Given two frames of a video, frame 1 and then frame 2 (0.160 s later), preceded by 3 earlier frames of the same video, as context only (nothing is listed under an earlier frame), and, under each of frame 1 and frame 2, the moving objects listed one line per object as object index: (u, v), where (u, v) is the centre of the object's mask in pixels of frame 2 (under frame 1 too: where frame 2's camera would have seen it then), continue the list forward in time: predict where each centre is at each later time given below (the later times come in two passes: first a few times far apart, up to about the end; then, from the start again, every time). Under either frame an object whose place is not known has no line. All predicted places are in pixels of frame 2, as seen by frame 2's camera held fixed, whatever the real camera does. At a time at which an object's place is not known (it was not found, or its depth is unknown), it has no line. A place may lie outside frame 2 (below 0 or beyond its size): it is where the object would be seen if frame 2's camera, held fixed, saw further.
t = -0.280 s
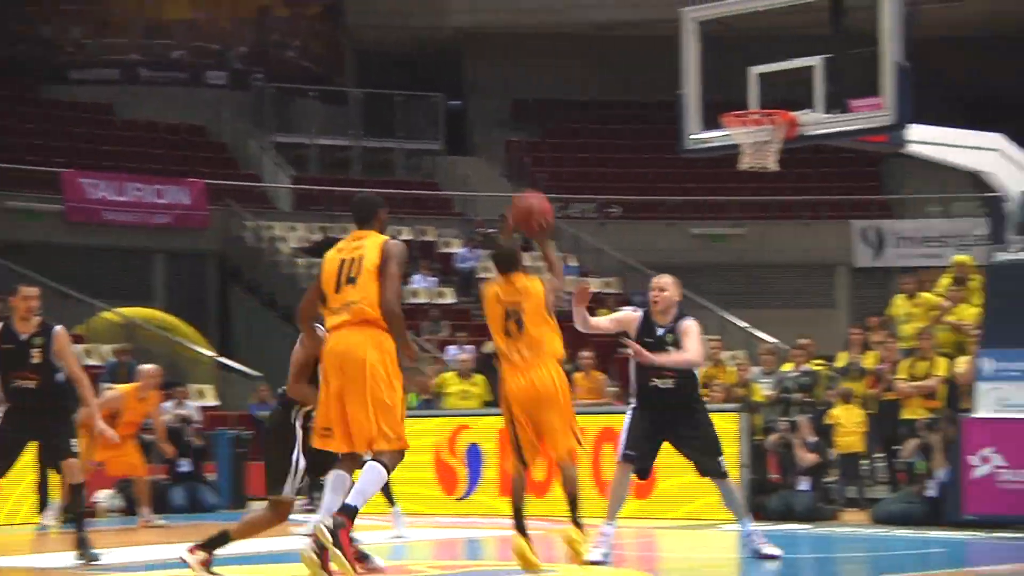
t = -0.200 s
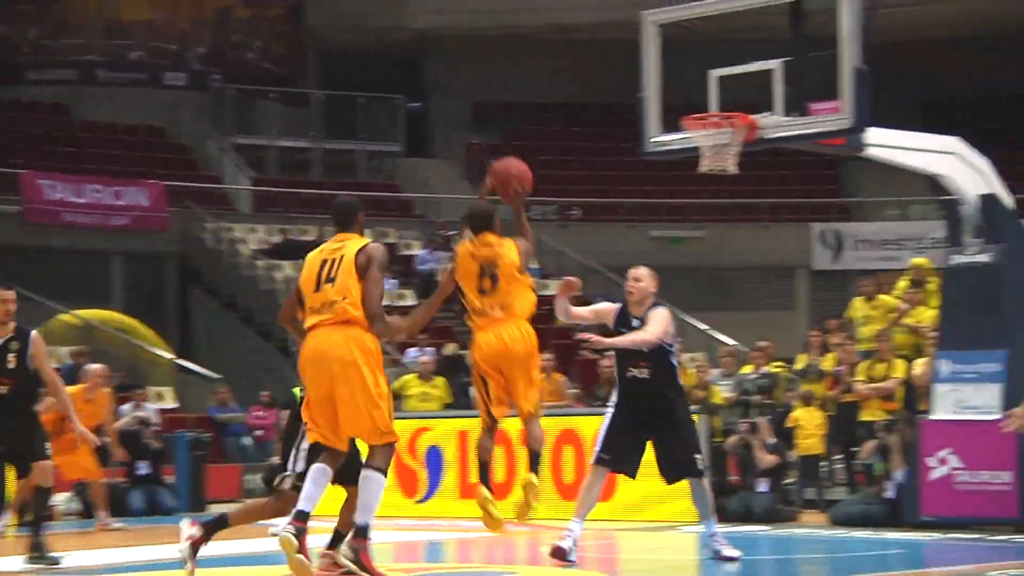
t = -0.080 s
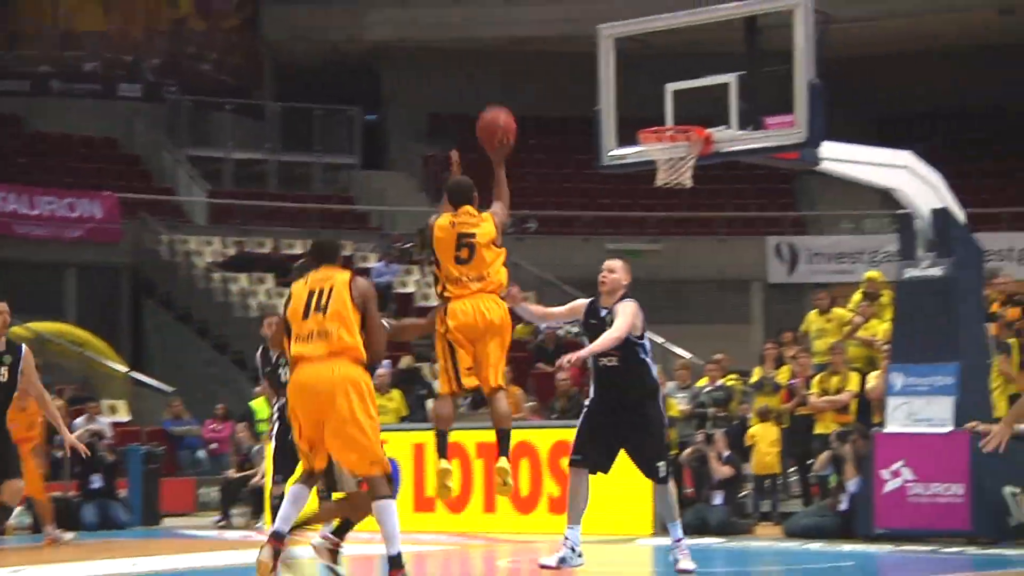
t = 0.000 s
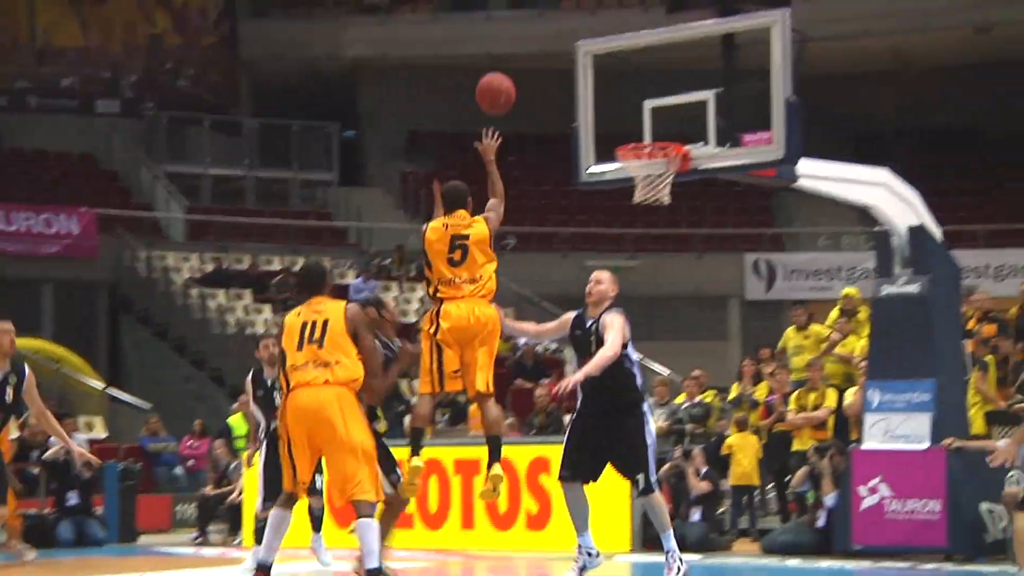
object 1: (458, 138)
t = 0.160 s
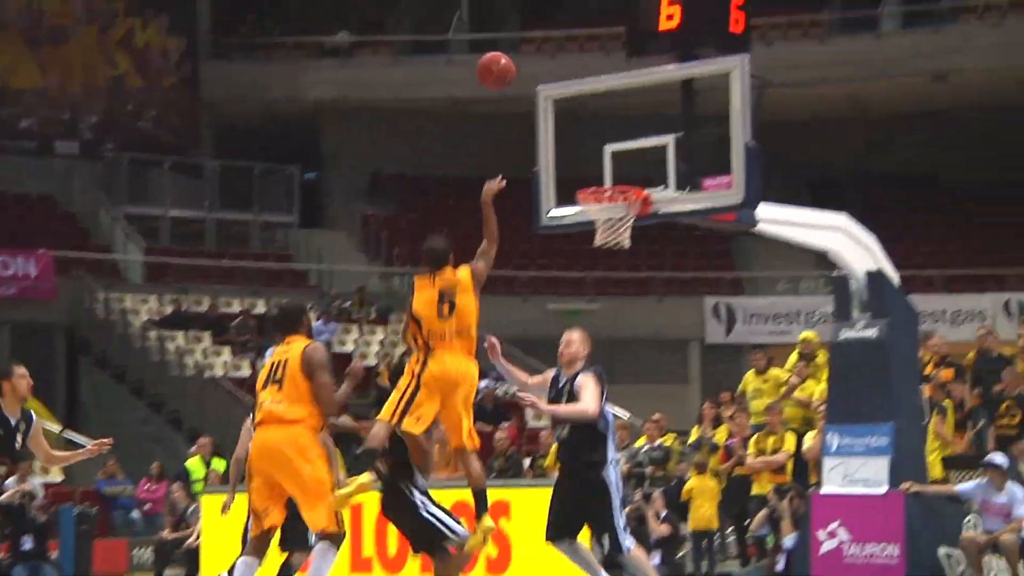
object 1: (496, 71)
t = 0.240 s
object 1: (513, 54)
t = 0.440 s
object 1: (556, 55)
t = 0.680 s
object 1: (601, 127)
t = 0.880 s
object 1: (610, 225)
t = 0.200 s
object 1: (505, 61)
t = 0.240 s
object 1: (513, 54)
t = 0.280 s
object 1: (522, 49)
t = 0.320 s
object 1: (531, 47)
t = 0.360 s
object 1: (539, 47)
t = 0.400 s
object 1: (547, 49)
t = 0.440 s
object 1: (556, 55)
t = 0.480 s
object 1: (564, 62)
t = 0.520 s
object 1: (571, 70)
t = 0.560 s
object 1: (579, 82)
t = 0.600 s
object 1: (587, 97)
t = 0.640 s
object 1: (594, 111)
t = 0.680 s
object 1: (601, 127)
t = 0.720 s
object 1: (609, 145)
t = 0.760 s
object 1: (617, 167)
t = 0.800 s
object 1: (624, 179)
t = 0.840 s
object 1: (619, 203)
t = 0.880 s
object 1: (610, 225)
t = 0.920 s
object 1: (606, 241)
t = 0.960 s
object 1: (598, 253)
